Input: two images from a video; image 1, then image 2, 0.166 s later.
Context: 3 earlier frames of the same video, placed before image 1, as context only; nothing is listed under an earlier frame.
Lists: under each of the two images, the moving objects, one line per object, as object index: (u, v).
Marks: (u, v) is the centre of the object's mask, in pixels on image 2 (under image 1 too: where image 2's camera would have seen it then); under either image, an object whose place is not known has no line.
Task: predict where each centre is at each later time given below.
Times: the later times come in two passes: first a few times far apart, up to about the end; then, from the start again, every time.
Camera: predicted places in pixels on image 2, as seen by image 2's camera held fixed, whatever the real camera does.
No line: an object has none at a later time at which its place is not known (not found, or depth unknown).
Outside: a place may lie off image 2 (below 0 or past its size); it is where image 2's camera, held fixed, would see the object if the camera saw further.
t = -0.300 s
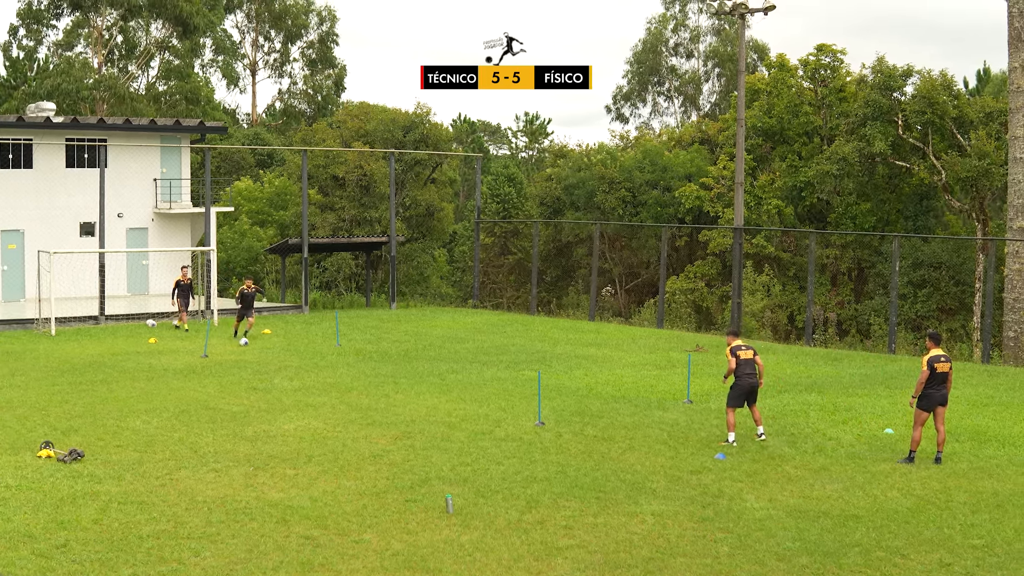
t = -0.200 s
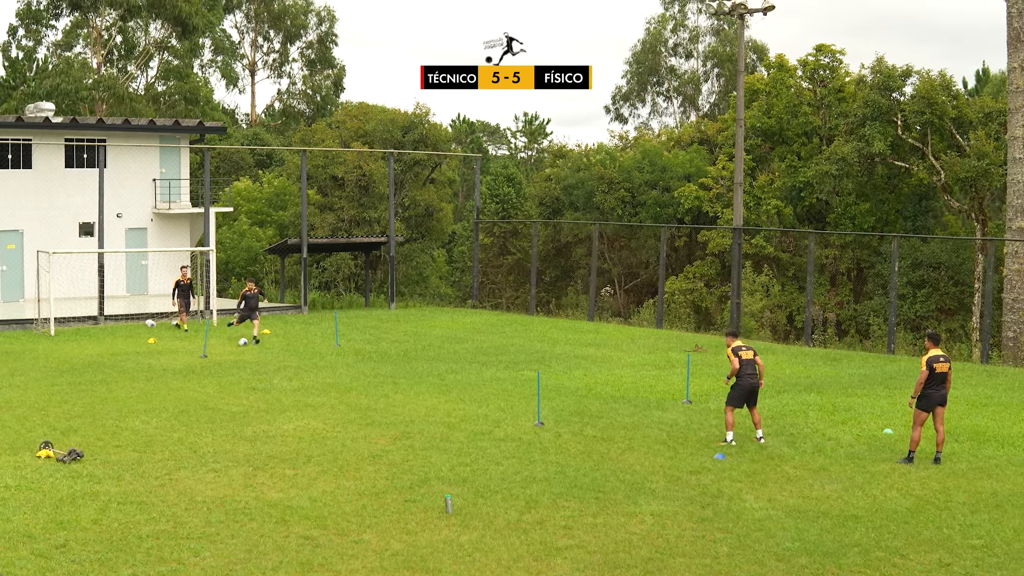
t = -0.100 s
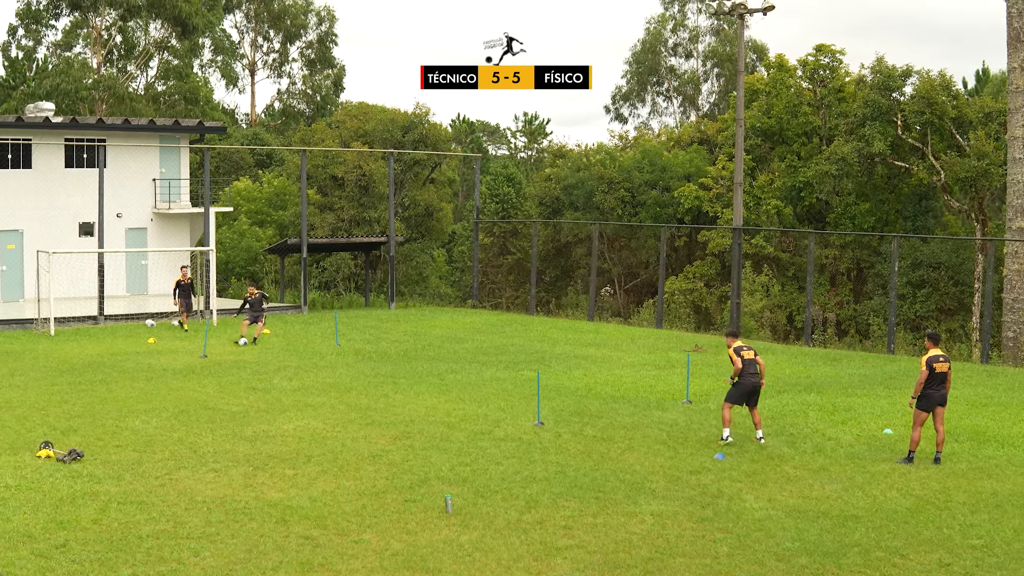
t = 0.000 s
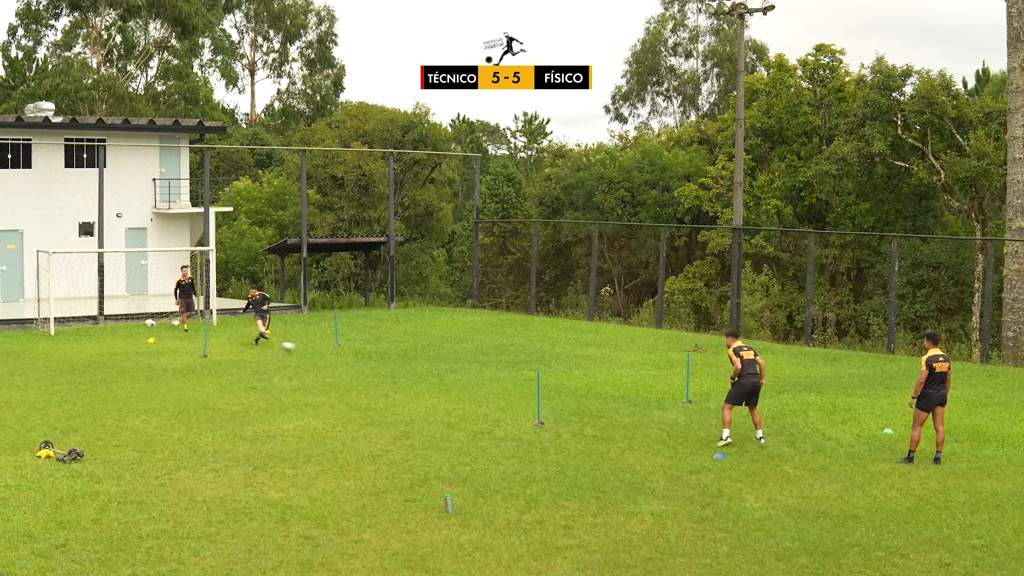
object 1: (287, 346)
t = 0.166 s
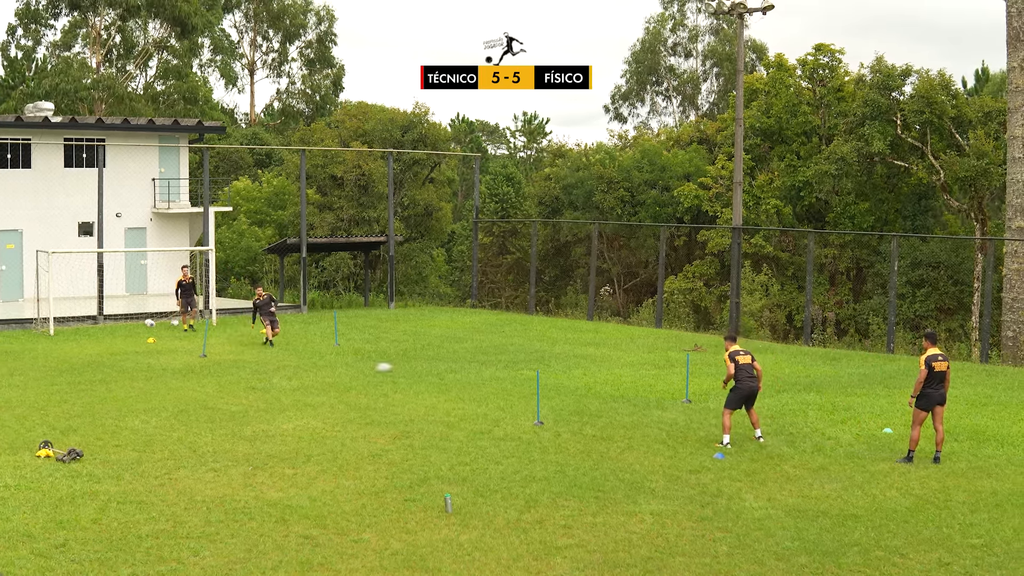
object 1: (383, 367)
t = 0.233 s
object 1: (423, 371)
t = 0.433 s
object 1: (558, 392)
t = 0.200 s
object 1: (401, 369)
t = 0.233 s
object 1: (423, 371)
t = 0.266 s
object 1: (443, 374)
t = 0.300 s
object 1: (467, 378)
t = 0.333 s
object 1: (487, 382)
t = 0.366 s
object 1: (512, 387)
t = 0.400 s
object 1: (536, 390)
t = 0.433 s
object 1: (558, 392)
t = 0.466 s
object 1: (582, 393)
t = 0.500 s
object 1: (605, 394)
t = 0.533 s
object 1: (631, 397)
